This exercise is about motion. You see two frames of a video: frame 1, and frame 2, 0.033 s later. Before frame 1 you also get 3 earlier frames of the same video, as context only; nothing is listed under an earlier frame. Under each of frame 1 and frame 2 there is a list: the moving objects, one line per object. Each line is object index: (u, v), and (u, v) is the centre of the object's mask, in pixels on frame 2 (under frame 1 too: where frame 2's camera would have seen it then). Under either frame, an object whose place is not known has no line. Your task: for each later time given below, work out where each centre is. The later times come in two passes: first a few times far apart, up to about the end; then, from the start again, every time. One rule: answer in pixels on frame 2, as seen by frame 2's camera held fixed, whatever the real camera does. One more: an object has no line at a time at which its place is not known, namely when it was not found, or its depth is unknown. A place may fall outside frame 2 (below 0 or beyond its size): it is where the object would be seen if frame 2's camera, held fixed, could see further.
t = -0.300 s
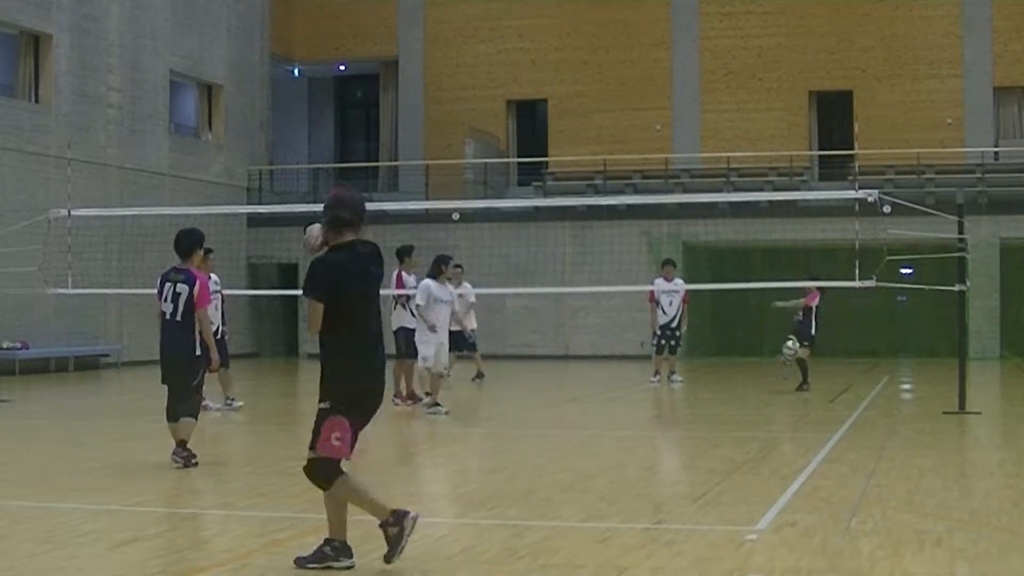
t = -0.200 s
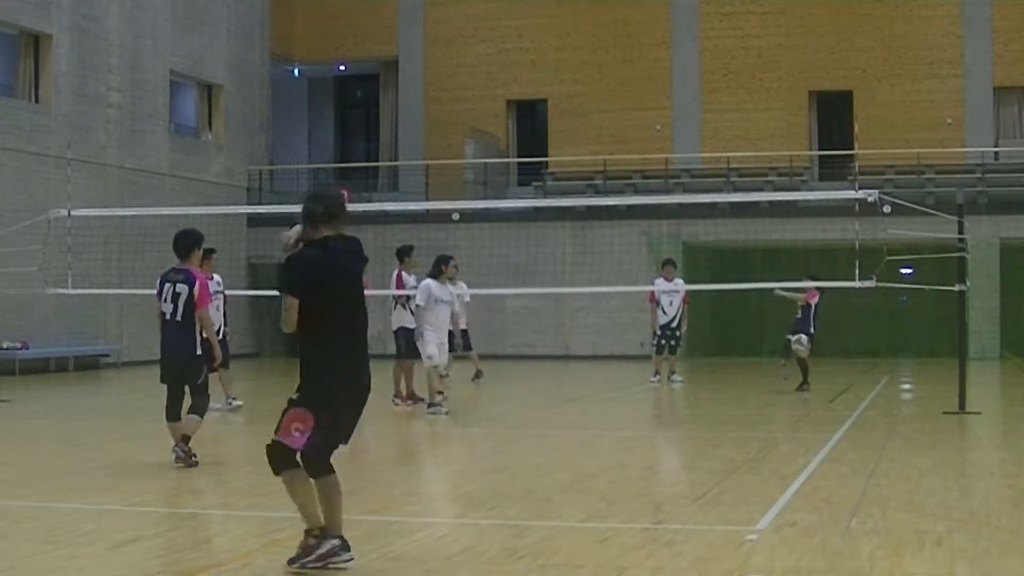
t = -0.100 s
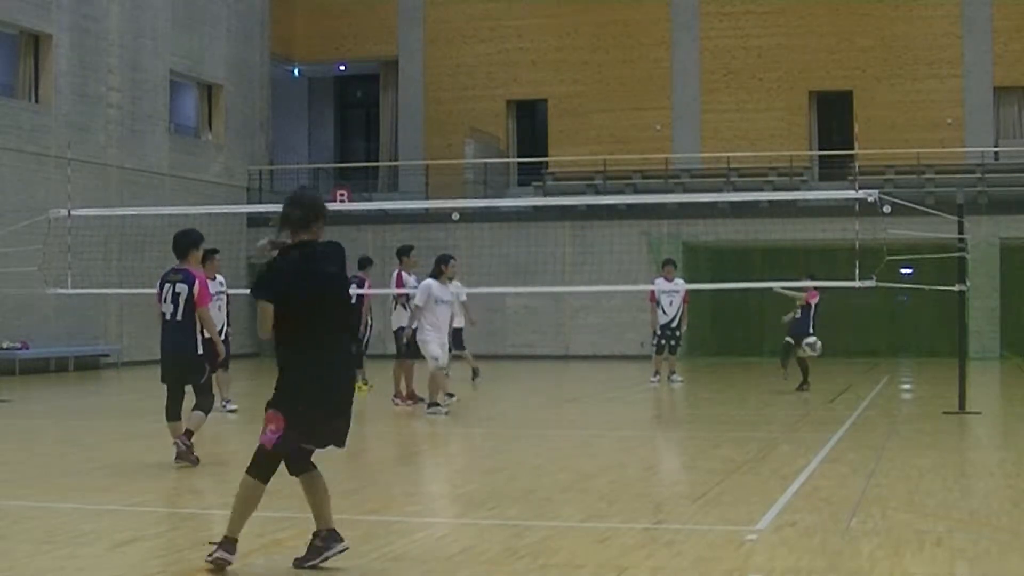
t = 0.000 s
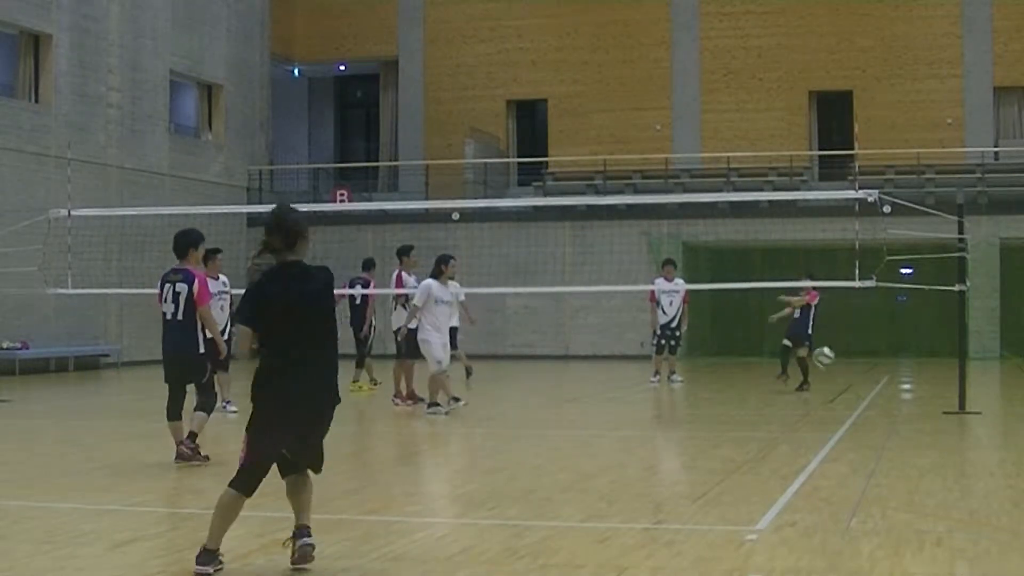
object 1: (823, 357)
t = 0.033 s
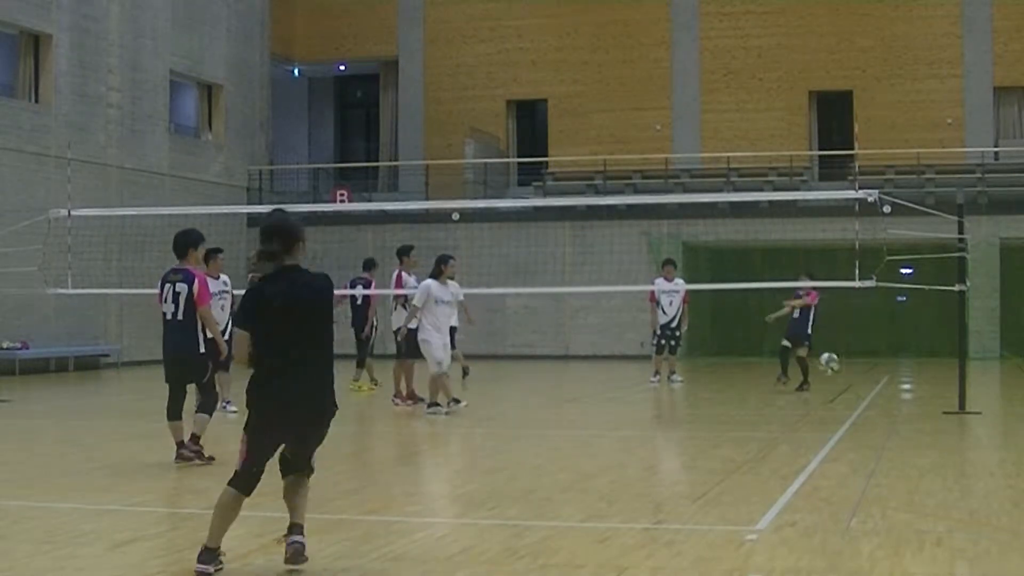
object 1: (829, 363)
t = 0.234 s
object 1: (856, 413)
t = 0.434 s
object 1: (876, 379)
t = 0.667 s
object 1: (904, 402)
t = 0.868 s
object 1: (931, 421)
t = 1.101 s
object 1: (965, 412)
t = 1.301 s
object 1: (1002, 467)
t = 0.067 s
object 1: (831, 368)
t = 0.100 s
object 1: (838, 378)
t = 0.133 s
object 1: (842, 387)
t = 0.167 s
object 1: (847, 398)
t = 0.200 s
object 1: (853, 414)
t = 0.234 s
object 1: (856, 413)
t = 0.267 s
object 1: (860, 404)
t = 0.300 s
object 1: (863, 396)
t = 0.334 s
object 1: (866, 390)
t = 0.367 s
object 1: (870, 385)
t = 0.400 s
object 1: (873, 382)
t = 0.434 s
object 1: (876, 379)
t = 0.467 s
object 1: (880, 378)
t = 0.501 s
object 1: (884, 378)
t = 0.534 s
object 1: (887, 379)
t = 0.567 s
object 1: (891, 383)
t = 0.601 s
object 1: (896, 388)
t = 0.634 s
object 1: (900, 392)
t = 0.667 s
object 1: (904, 402)
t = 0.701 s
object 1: (908, 409)
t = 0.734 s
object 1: (912, 422)
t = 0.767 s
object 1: (917, 436)
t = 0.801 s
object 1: (921, 437)
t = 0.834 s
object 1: (926, 428)
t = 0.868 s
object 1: (931, 421)
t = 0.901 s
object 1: (935, 415)
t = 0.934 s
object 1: (940, 411)
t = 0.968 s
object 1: (945, 407)
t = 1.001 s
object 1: (950, 408)
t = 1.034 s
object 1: (955, 408)
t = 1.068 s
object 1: (960, 410)
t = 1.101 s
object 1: (965, 412)
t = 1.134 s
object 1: (972, 420)
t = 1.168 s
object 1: (978, 429)
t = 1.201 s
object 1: (984, 439)
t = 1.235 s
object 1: (990, 451)
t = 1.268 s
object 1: (996, 467)
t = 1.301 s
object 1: (1002, 467)
